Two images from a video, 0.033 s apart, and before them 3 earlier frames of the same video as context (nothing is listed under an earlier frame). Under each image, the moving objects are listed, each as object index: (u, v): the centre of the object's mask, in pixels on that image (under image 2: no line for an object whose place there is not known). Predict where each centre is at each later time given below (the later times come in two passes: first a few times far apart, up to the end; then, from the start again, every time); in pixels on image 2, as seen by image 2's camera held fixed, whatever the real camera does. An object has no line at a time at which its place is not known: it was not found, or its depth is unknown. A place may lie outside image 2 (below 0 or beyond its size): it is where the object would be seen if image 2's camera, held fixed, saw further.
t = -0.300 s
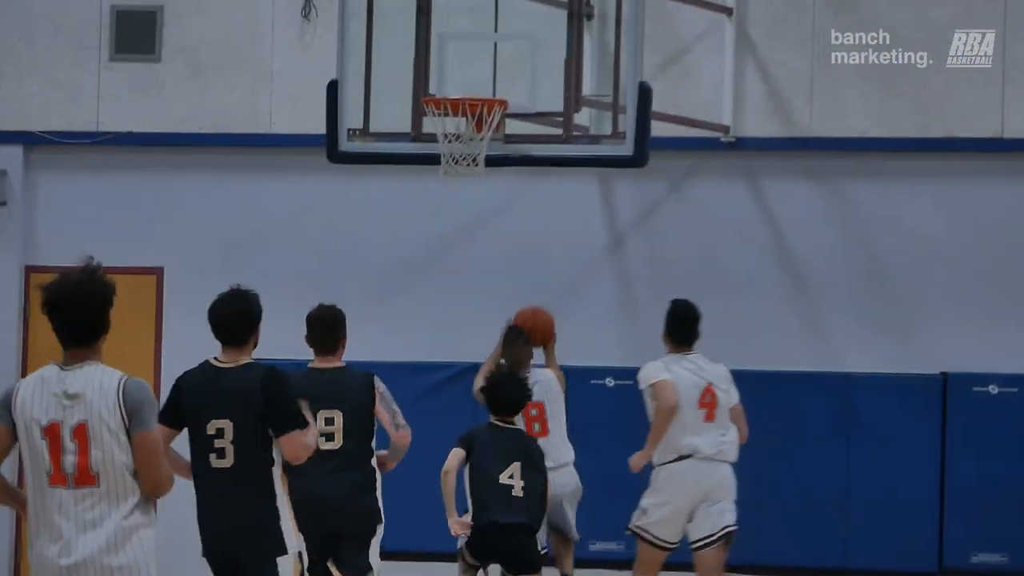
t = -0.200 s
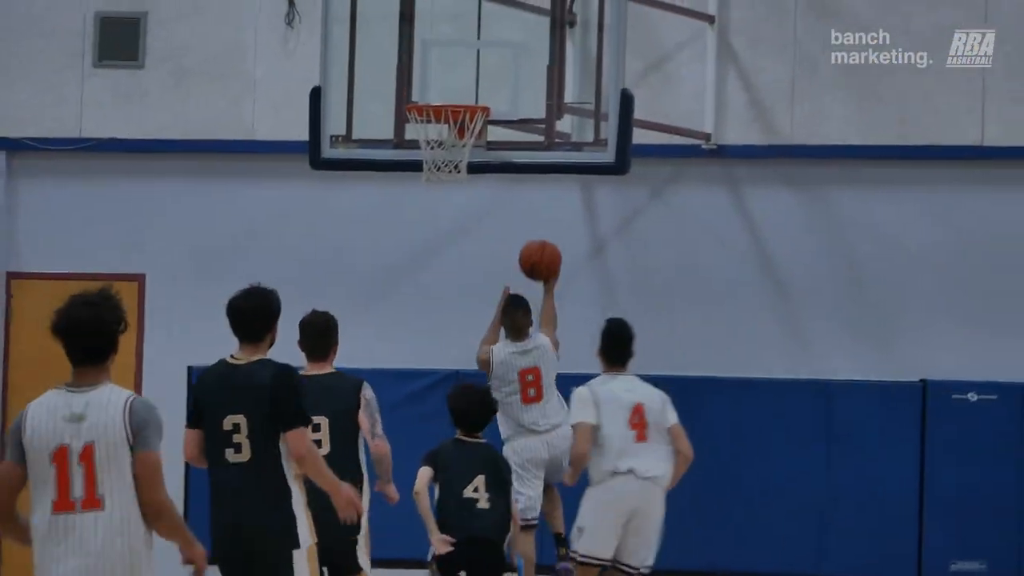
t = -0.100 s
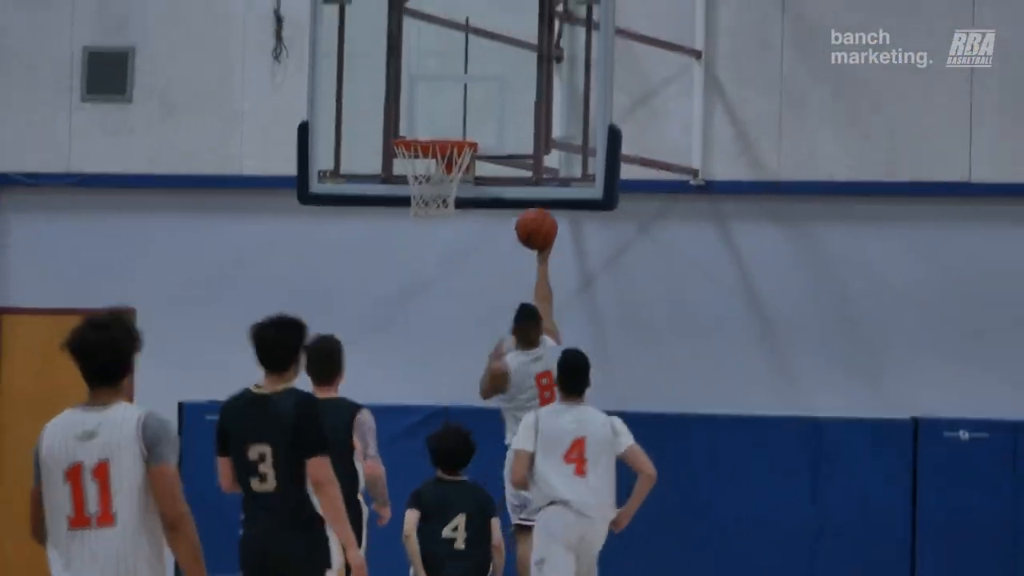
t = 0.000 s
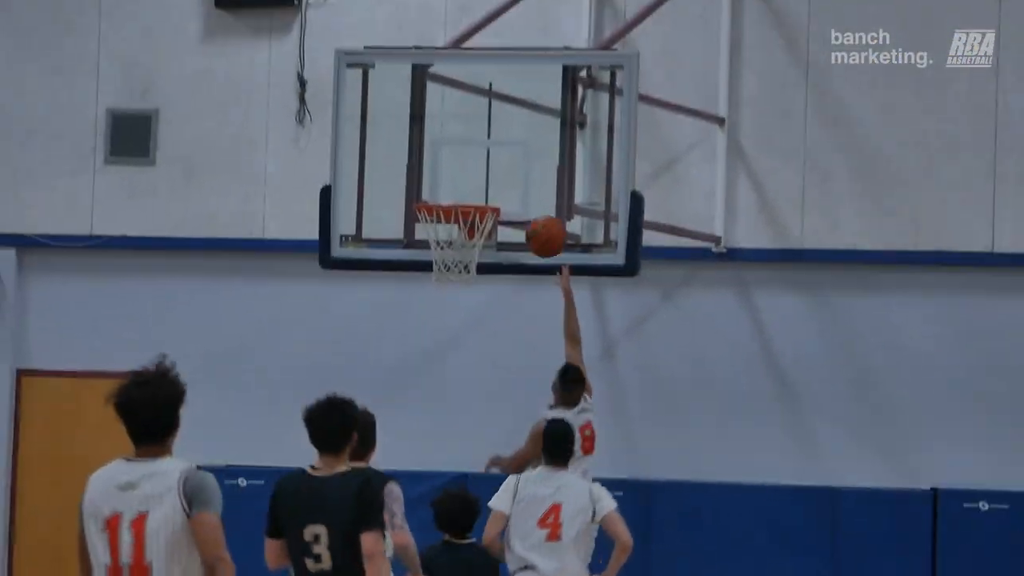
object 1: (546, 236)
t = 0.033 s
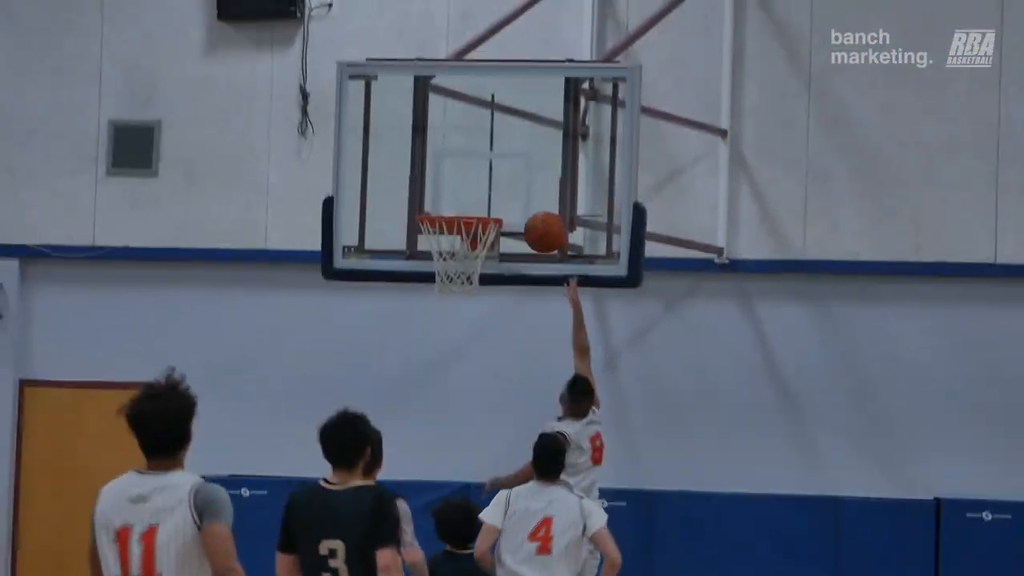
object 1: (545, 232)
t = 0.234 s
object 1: (514, 181)
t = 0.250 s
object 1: (511, 180)
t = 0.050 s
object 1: (542, 225)
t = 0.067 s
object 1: (541, 219)
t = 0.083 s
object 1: (538, 213)
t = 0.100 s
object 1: (535, 207)
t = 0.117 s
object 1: (533, 202)
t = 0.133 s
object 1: (531, 198)
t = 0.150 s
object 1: (529, 194)
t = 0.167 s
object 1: (527, 191)
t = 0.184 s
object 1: (524, 187)
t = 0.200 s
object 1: (521, 185)
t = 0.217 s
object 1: (518, 183)
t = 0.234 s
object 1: (514, 181)
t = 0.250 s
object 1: (511, 180)
